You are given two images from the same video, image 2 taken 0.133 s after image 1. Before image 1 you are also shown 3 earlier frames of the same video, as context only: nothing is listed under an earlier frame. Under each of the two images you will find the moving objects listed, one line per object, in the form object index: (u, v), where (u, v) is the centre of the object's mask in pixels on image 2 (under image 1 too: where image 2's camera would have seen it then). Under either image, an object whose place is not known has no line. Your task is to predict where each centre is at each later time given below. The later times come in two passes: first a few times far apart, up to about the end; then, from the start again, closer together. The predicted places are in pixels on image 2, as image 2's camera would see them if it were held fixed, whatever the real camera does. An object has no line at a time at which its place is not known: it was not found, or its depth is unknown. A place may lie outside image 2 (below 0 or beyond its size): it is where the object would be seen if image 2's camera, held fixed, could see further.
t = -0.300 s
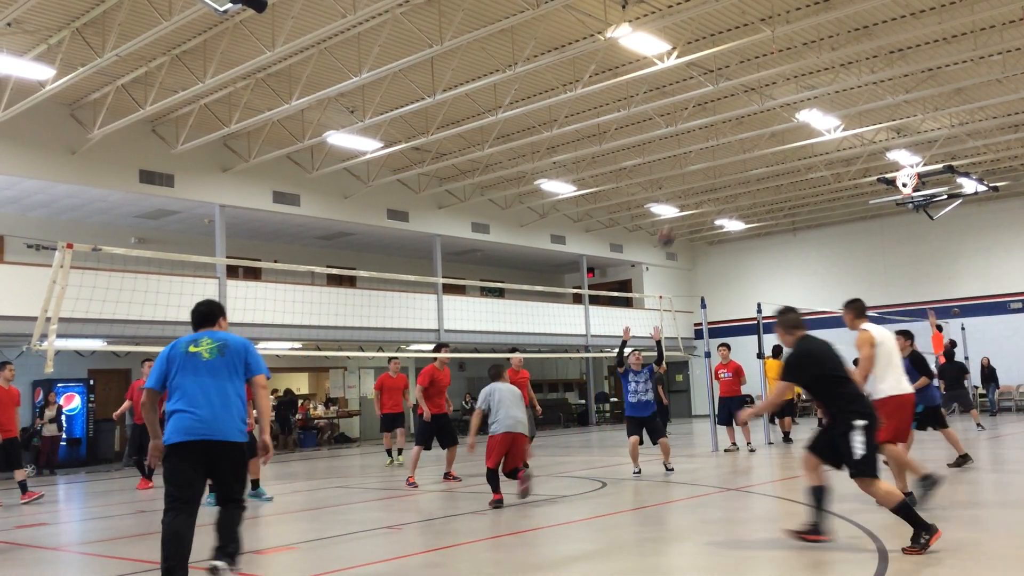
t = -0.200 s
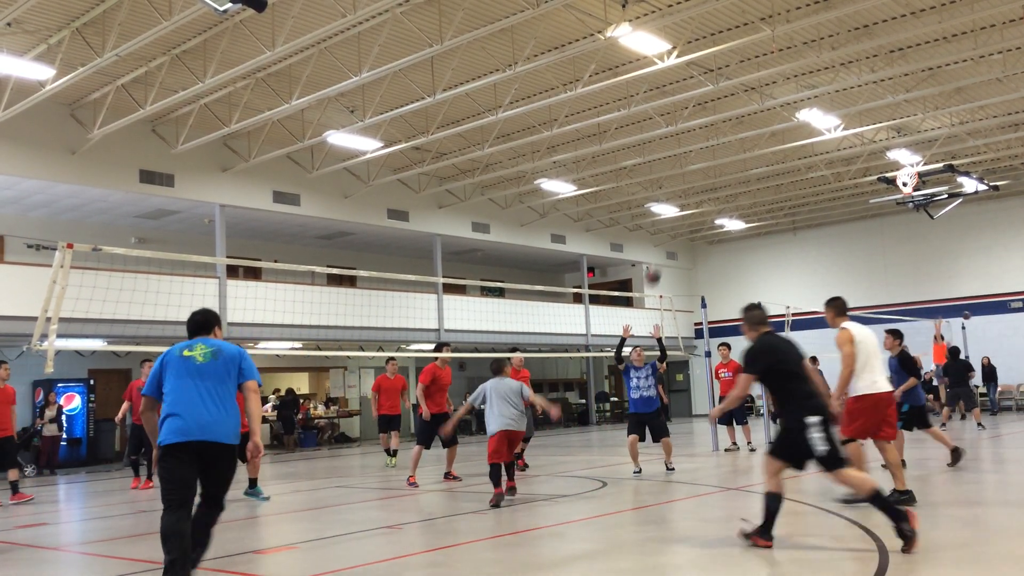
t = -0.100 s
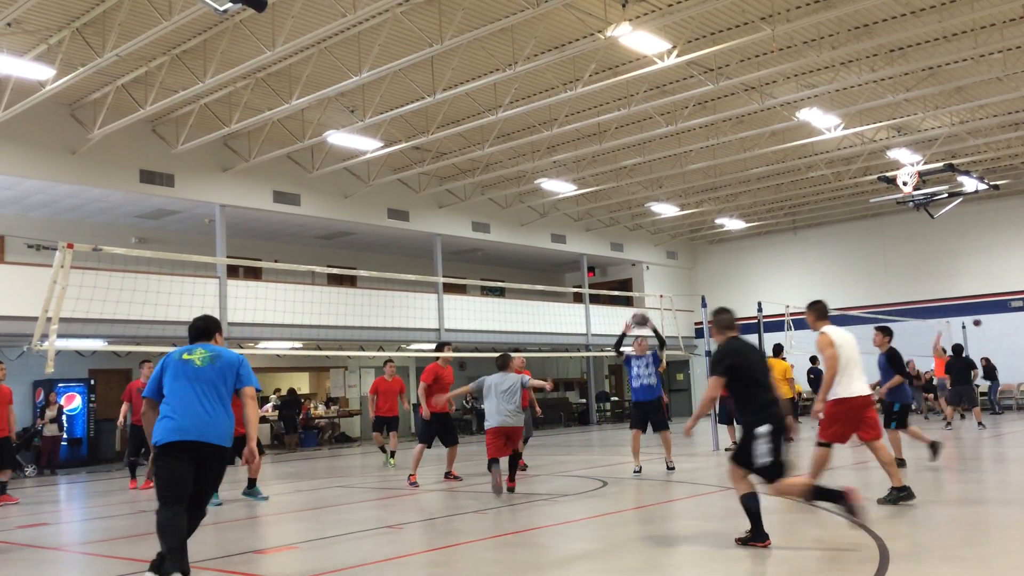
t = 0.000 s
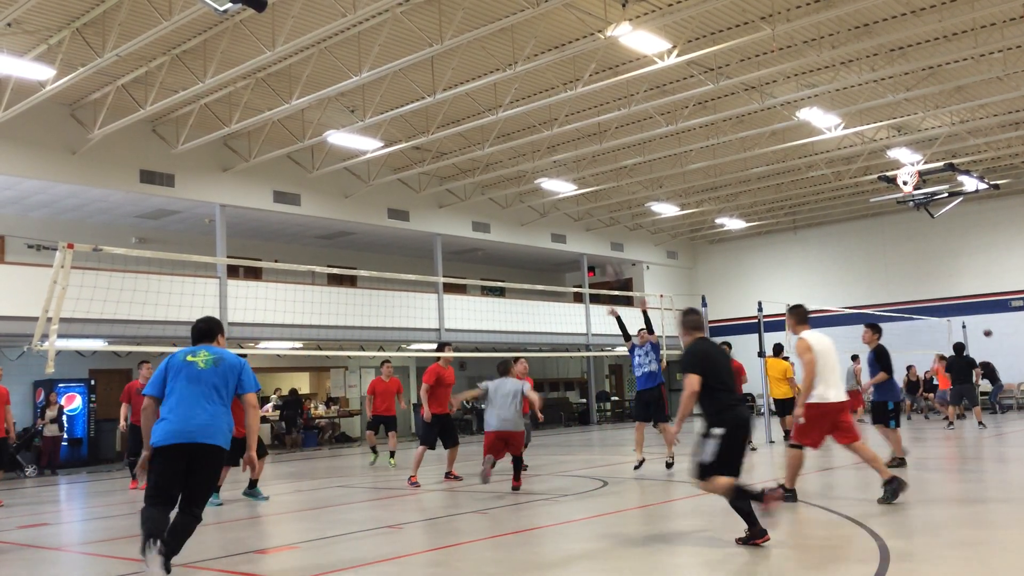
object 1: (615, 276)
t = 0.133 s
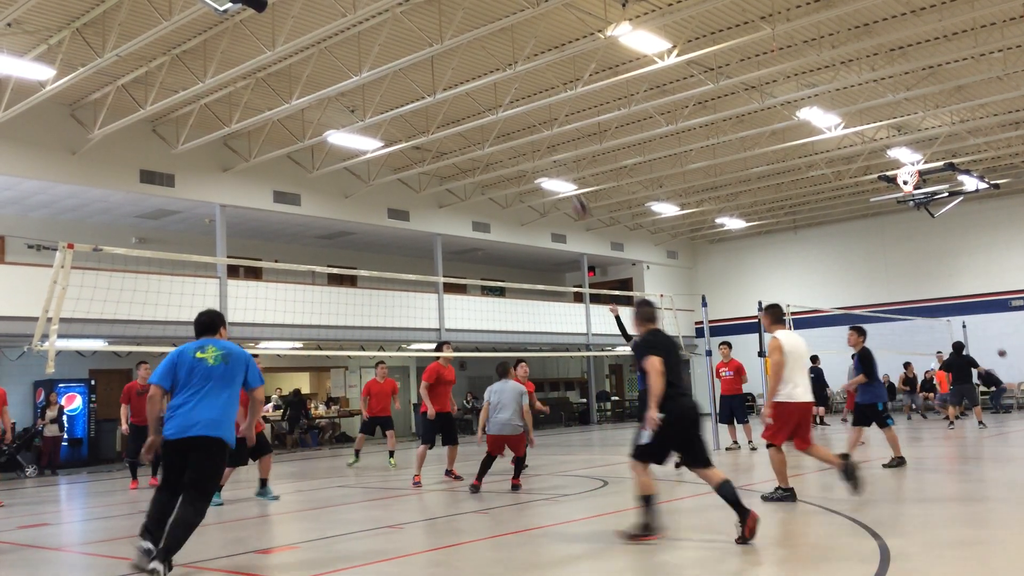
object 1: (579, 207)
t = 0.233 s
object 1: (554, 166)
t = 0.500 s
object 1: (481, 91)
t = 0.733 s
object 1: (413, 75)
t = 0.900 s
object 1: (361, 97)
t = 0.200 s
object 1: (563, 176)
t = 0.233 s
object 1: (554, 166)
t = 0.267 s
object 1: (546, 154)
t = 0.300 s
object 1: (537, 143)
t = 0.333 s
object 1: (527, 131)
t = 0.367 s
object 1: (519, 122)
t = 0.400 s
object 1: (509, 112)
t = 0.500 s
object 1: (481, 91)
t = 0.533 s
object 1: (471, 85)
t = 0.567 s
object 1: (462, 81)
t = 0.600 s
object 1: (453, 78)
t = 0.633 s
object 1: (443, 76)
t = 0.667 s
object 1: (433, 75)
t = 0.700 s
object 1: (424, 74)
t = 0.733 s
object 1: (413, 75)
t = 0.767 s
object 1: (403, 77)
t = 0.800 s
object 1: (393, 80)
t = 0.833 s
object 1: (383, 85)
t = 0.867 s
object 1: (372, 90)
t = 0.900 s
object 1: (361, 97)
